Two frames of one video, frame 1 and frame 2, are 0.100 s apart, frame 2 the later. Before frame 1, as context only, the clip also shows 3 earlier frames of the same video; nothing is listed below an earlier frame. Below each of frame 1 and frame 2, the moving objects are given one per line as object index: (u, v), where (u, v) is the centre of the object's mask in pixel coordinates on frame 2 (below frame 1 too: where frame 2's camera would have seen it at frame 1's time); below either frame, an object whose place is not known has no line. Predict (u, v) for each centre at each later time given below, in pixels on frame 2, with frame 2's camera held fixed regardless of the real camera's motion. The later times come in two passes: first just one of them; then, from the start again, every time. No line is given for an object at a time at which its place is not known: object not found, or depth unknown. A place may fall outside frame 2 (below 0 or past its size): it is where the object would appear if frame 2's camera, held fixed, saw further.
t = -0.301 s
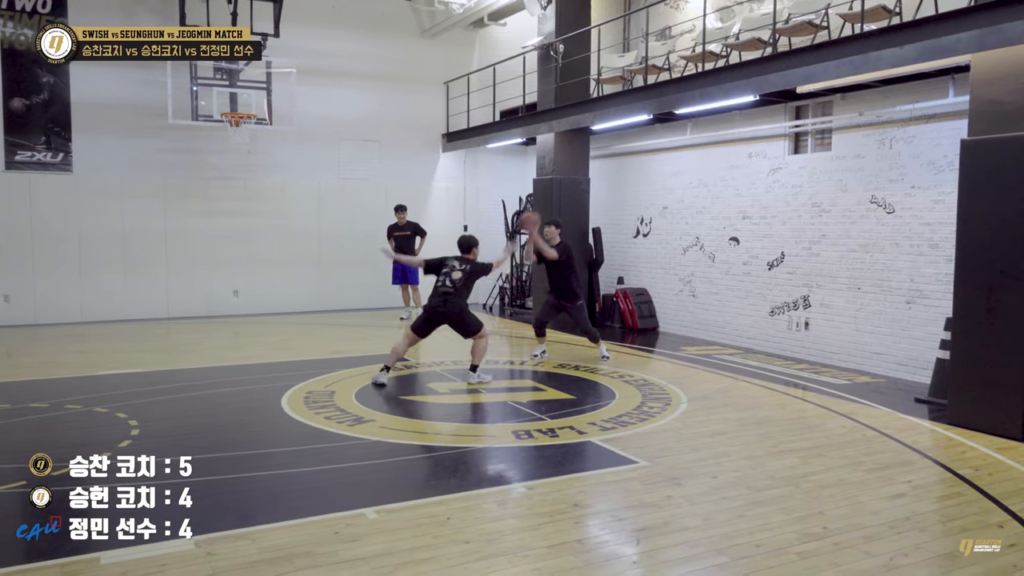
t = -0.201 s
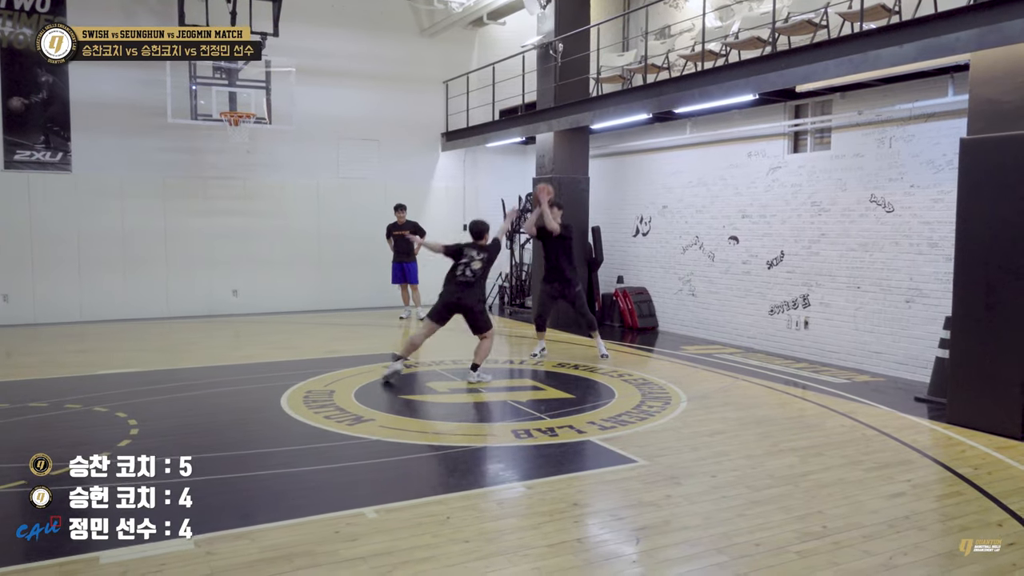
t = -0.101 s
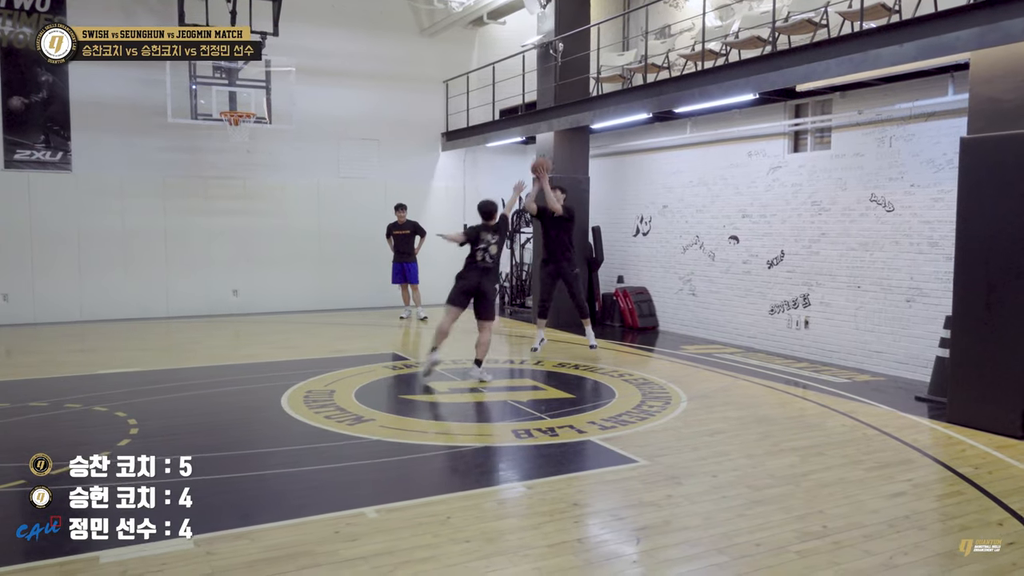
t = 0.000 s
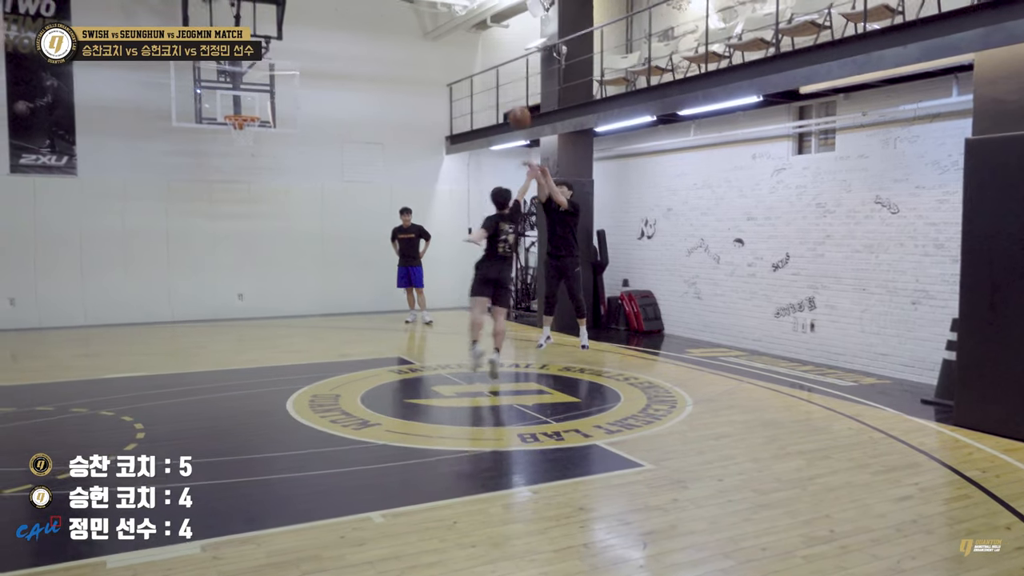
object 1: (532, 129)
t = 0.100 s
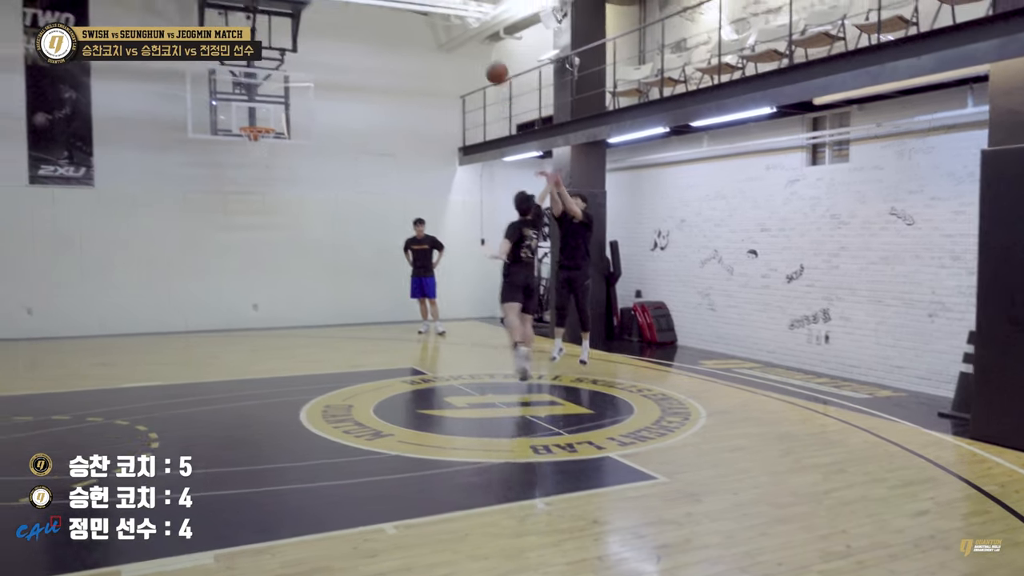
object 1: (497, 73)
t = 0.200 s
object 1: (460, 23)
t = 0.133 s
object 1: (485, 56)
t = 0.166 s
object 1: (472, 39)
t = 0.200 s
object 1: (460, 23)
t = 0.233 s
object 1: (446, 8)
